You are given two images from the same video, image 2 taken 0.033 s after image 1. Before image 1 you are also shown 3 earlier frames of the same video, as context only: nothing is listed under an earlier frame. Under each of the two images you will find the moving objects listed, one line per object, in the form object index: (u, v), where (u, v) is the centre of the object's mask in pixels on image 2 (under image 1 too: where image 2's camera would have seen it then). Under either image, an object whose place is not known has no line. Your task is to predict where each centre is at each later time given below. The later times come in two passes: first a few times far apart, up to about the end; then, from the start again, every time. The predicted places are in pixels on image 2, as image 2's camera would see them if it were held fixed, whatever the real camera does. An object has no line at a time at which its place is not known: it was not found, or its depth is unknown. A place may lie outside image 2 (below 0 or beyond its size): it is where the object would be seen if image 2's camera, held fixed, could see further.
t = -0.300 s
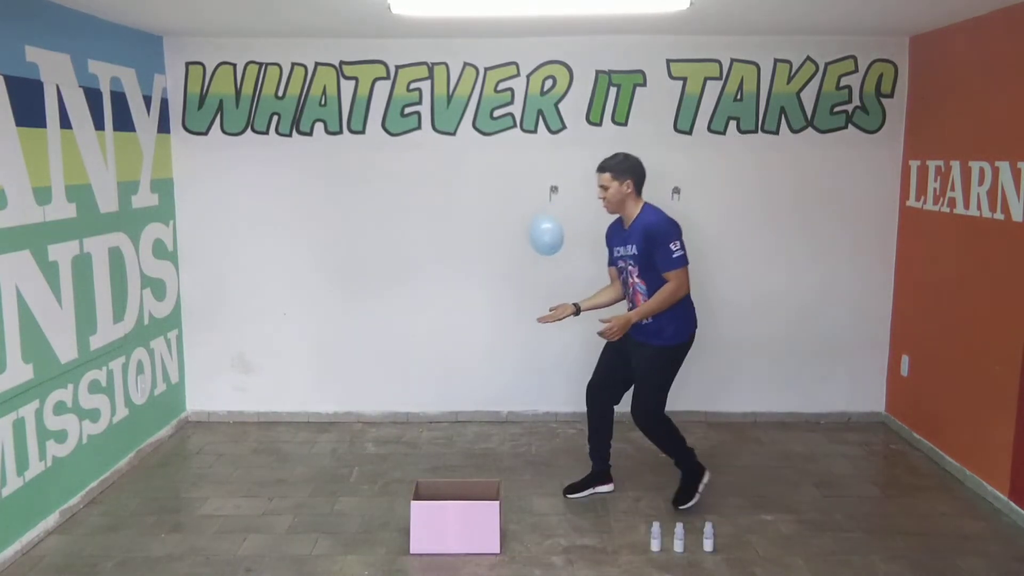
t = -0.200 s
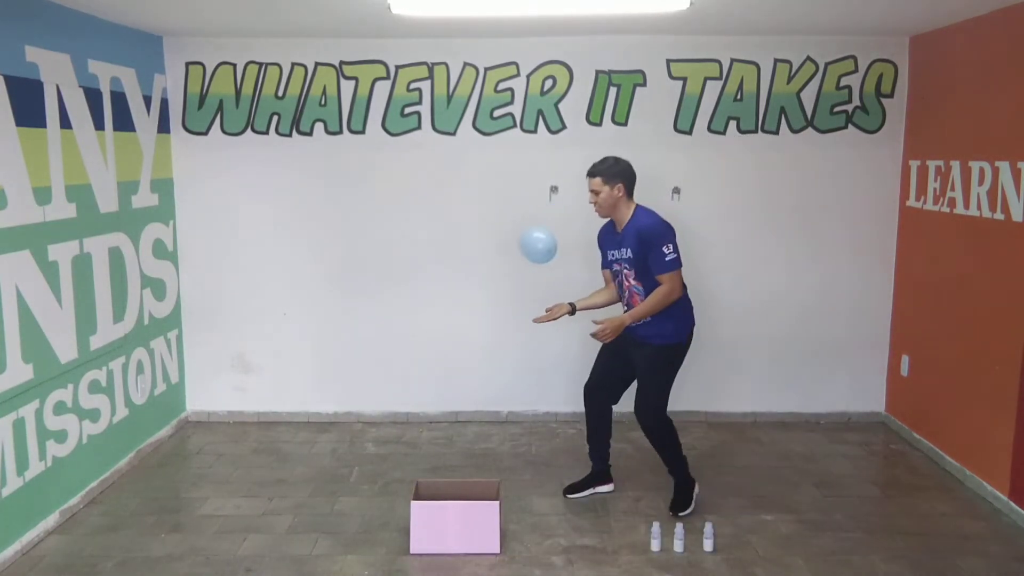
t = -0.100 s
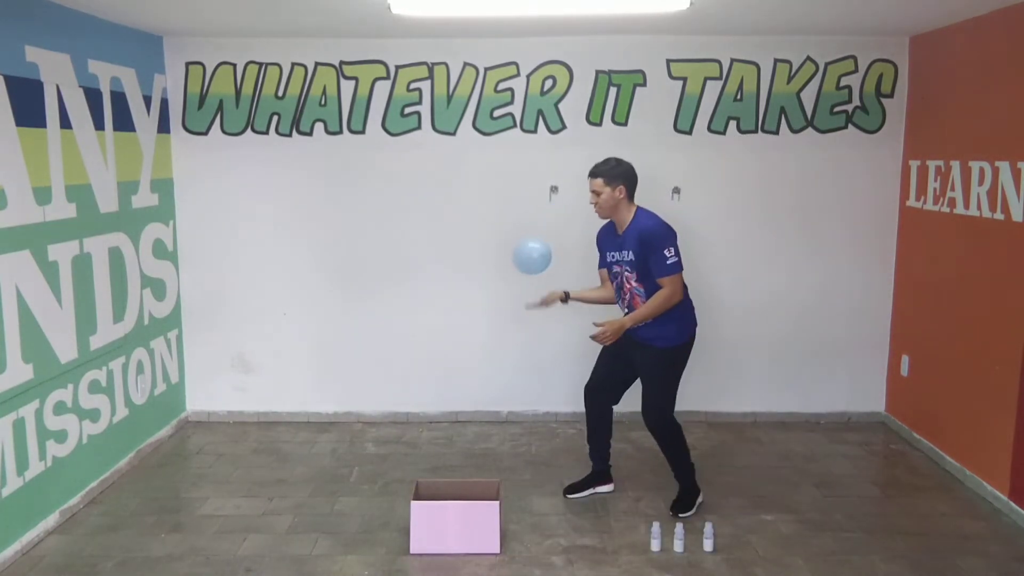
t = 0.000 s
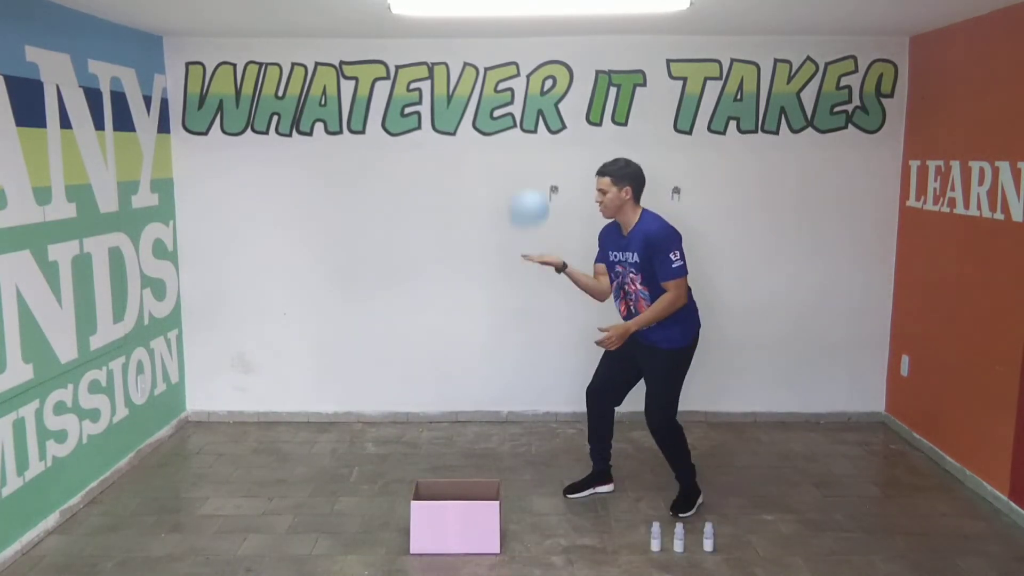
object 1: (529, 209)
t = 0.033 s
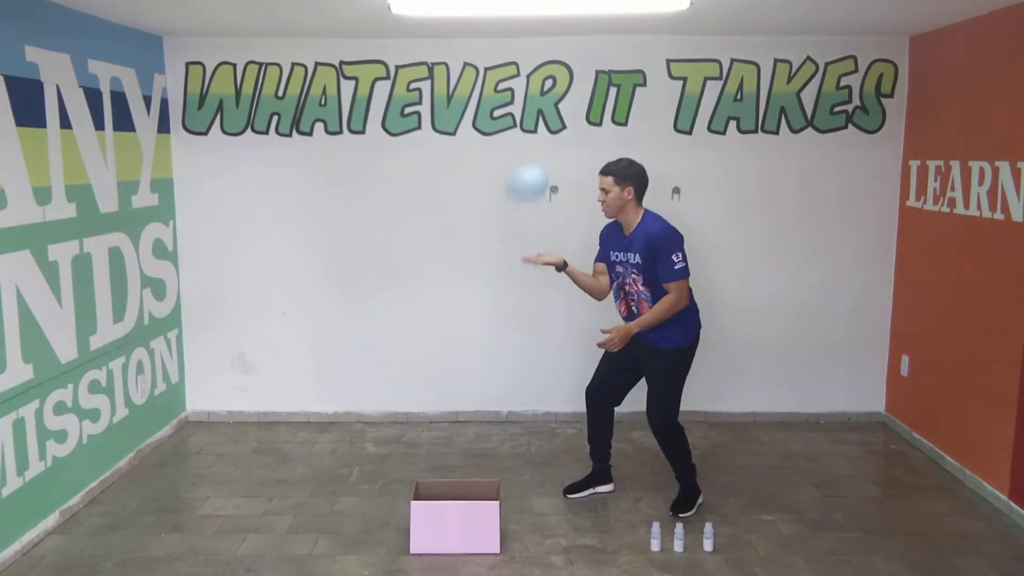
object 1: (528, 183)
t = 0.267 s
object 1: (539, 110)
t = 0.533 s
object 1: (547, 101)
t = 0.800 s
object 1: (537, 111)
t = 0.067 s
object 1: (527, 164)
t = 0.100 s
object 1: (528, 148)
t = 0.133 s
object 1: (530, 135)
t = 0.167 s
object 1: (532, 126)
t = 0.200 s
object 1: (534, 118)
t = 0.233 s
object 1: (537, 114)
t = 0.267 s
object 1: (539, 110)
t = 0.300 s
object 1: (541, 107)
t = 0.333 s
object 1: (543, 105)
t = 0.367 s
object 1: (545, 103)
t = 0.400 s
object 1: (546, 102)
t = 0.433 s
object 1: (547, 101)
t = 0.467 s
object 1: (547, 100)
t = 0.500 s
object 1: (548, 100)
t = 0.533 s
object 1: (547, 101)
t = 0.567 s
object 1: (547, 101)
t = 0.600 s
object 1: (546, 101)
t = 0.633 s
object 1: (545, 103)
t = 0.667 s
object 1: (544, 104)
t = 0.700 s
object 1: (542, 105)
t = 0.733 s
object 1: (540, 107)
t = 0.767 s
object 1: (538, 109)
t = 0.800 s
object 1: (537, 111)
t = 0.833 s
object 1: (535, 114)
